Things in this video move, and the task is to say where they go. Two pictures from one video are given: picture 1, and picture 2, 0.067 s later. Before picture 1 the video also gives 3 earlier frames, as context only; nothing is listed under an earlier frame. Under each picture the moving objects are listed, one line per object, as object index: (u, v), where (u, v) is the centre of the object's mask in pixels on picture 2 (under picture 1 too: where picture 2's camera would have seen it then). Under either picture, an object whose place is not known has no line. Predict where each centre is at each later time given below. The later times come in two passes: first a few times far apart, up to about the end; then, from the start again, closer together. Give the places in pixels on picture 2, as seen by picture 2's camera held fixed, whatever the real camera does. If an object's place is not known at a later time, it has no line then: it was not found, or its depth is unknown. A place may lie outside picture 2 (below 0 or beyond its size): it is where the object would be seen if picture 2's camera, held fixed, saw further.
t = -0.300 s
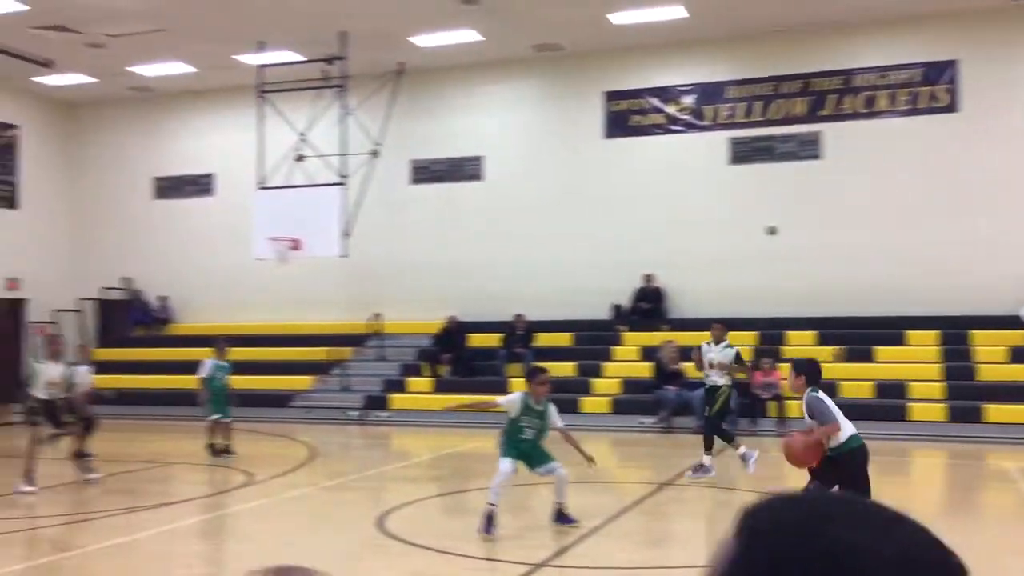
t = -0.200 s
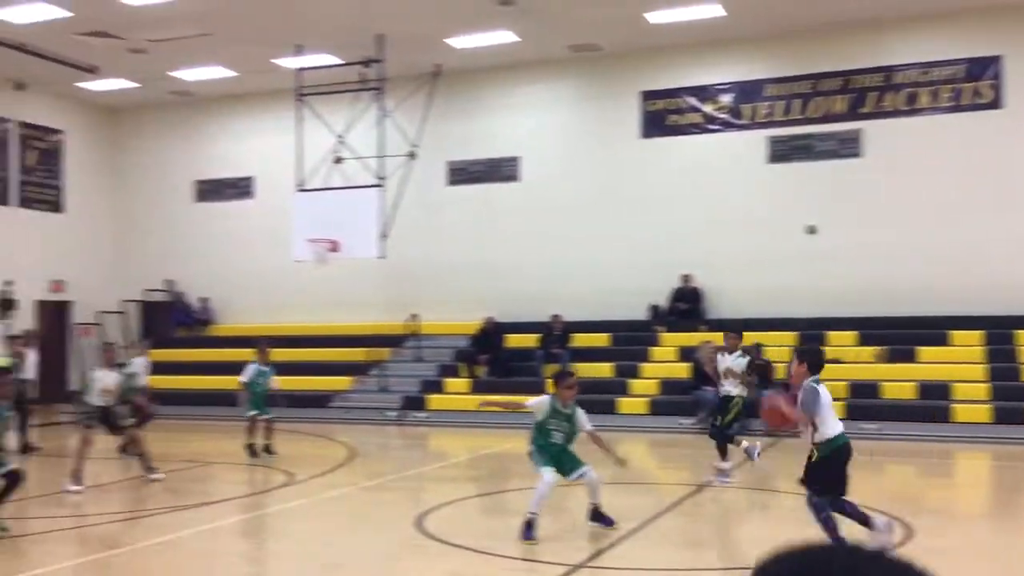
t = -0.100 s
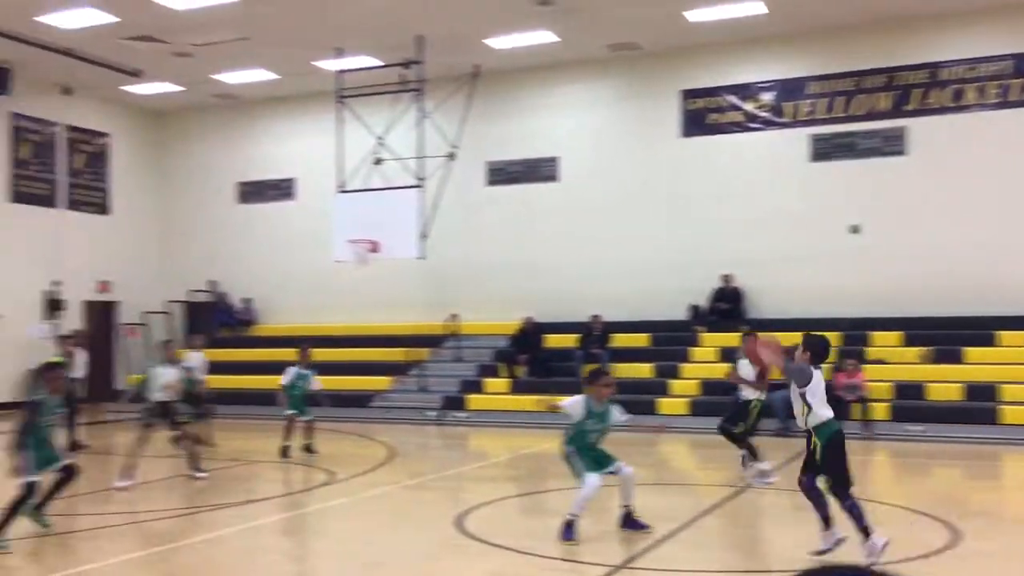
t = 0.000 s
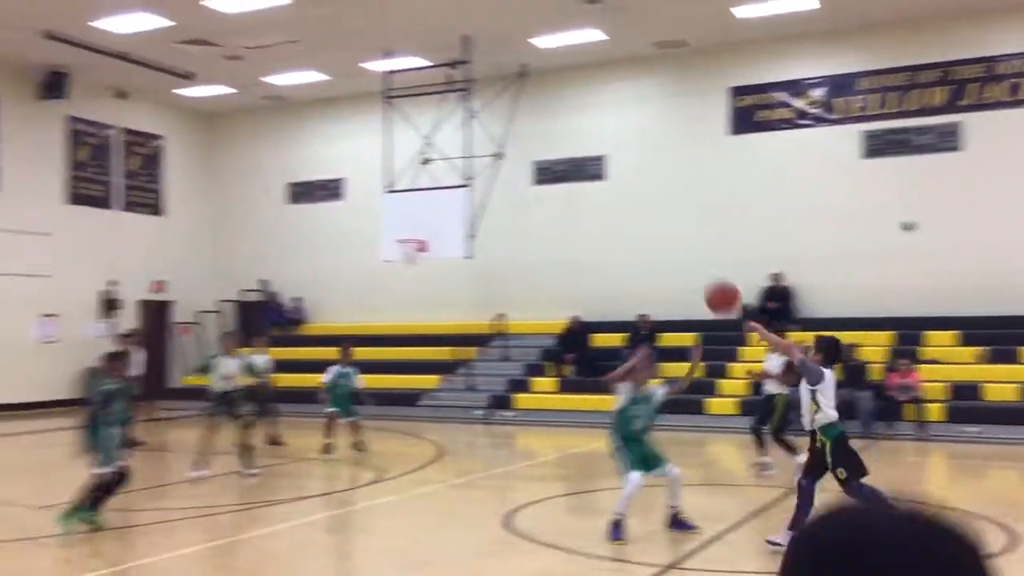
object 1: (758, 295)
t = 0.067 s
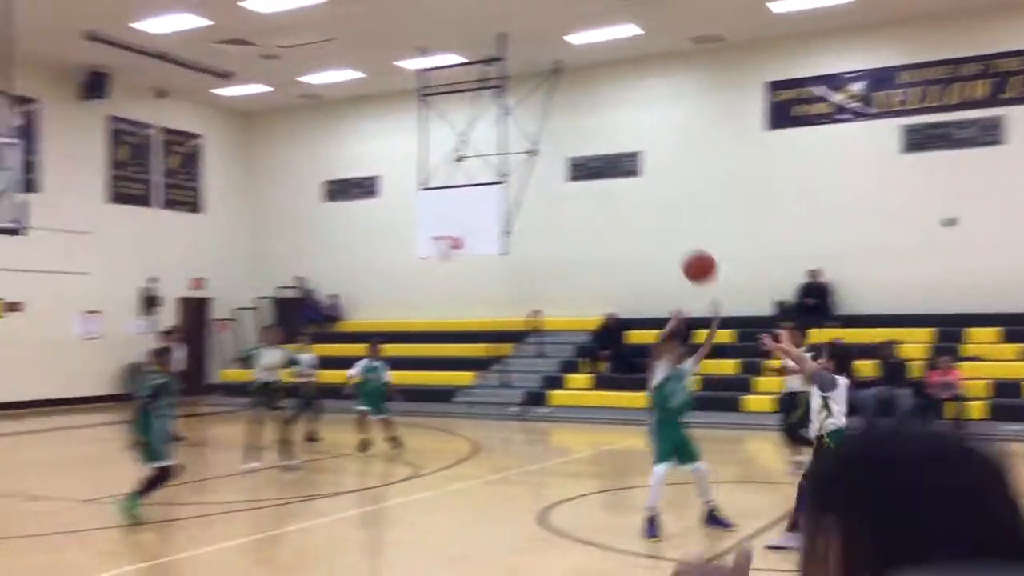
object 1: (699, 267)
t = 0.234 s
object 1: (571, 232)
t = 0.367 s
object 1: (486, 232)
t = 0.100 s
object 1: (672, 257)
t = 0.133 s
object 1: (643, 248)
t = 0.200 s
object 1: (594, 236)
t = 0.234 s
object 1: (571, 232)
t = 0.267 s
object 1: (548, 230)
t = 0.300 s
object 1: (527, 229)
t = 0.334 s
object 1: (506, 230)
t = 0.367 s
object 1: (486, 232)
